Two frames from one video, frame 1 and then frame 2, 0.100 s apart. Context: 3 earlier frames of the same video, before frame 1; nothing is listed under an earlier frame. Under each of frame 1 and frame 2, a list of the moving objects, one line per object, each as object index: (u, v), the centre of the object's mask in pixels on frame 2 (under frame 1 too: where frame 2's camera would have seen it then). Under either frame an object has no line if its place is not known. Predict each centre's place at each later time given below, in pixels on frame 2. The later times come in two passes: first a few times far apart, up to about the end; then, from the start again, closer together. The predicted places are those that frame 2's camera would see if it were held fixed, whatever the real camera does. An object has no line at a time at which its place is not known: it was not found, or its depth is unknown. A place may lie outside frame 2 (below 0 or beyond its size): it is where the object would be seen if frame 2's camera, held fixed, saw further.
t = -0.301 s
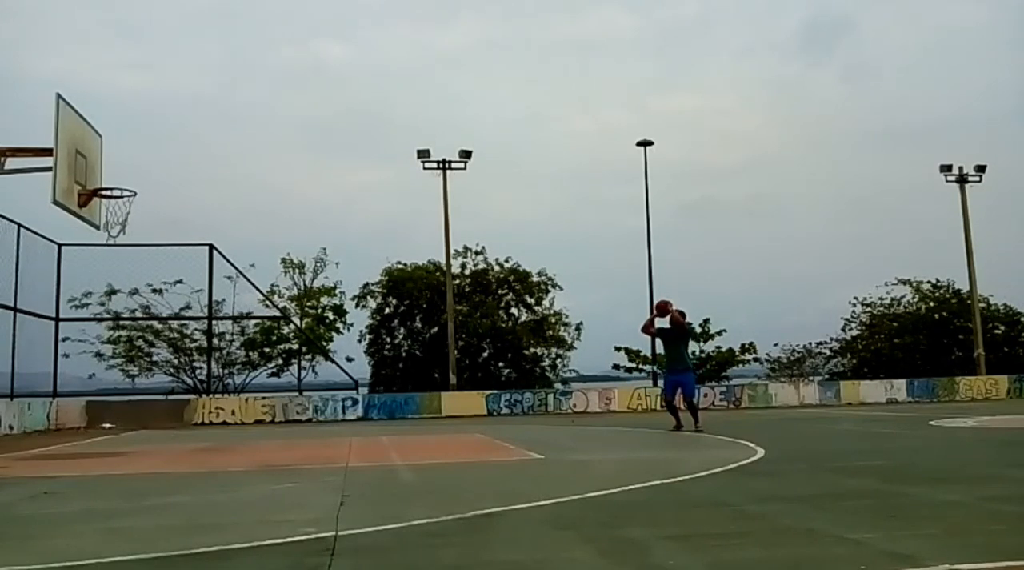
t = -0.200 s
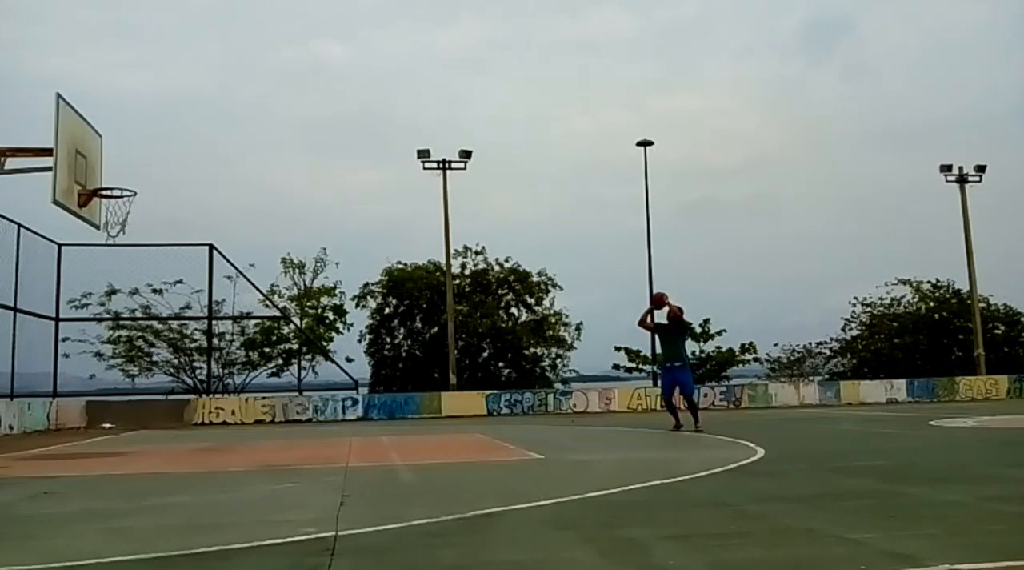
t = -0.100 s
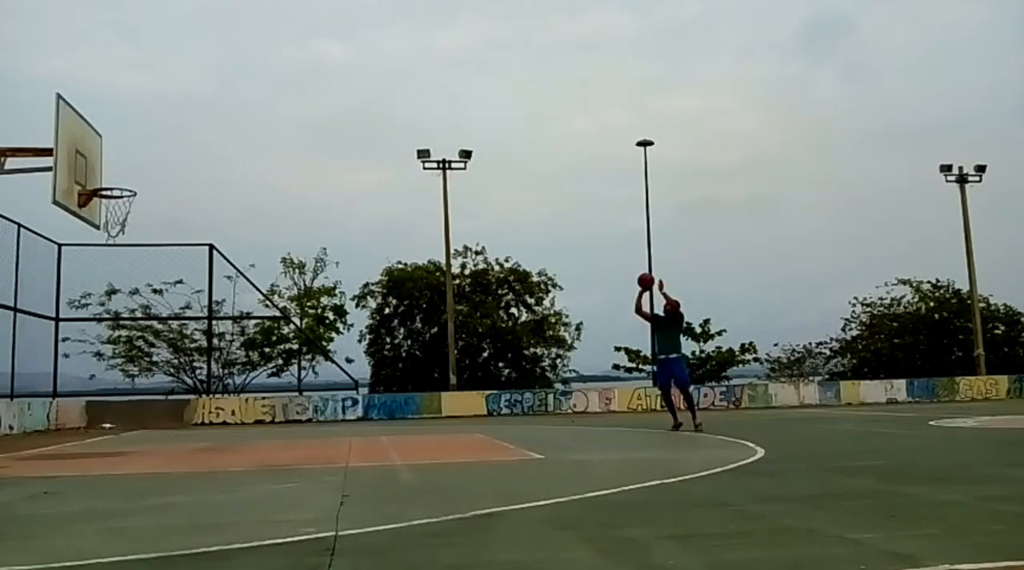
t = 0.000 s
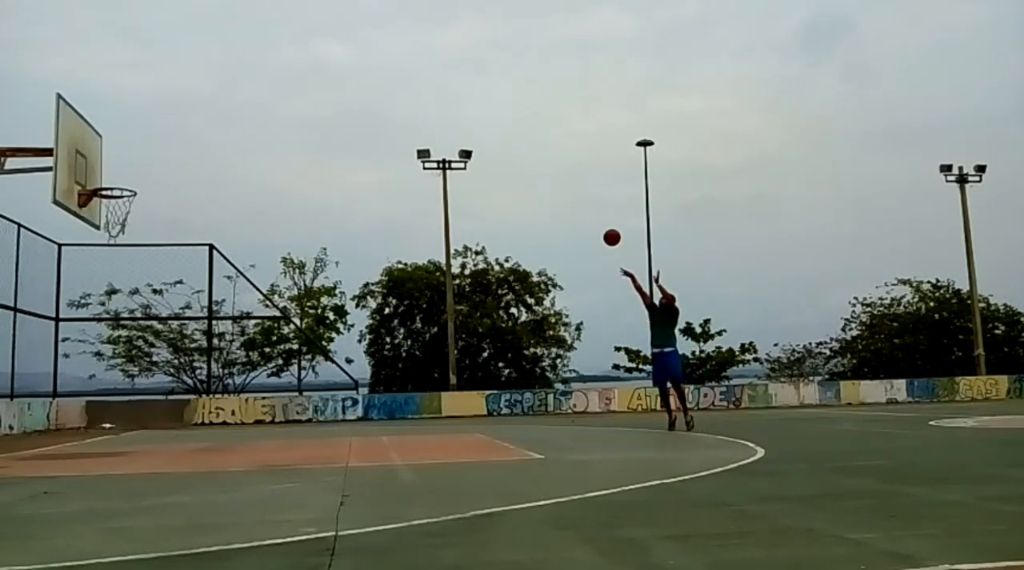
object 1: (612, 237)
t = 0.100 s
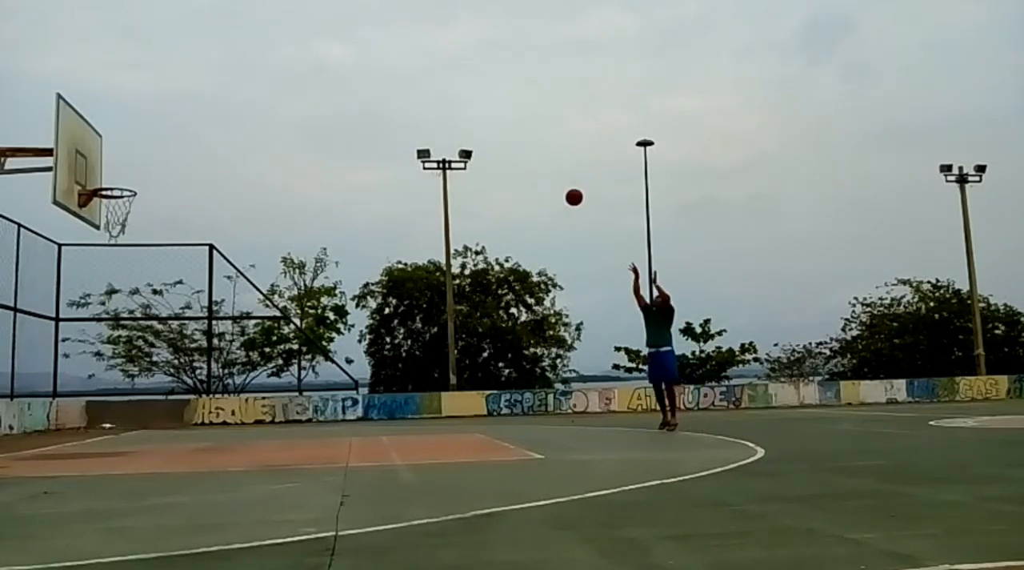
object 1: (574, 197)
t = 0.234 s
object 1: (522, 153)
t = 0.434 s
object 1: (443, 108)
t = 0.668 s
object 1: (345, 90)
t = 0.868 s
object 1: (255, 106)
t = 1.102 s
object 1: (142, 168)
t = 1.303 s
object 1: (97, 256)
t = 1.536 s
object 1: (126, 401)
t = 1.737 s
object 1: (167, 369)
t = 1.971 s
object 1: (223, 276)
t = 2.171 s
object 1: (268, 235)
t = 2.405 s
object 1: (320, 231)
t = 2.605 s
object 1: (362, 262)
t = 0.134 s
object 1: (561, 185)
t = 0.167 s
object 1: (548, 173)
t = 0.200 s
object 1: (536, 163)
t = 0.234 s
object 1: (522, 153)
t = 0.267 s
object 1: (509, 144)
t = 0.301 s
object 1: (496, 135)
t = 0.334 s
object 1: (484, 127)
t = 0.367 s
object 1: (470, 121)
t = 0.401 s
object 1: (457, 114)
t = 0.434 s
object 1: (443, 108)
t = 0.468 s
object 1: (429, 104)
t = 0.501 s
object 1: (416, 100)
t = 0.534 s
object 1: (402, 96)
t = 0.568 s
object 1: (388, 94)
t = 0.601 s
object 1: (374, 92)
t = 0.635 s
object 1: (359, 91)
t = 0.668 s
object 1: (345, 90)
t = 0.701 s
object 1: (330, 91)
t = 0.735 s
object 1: (316, 92)
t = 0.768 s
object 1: (301, 95)
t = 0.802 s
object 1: (286, 98)
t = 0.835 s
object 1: (270, 102)
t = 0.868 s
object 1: (255, 106)
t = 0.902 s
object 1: (239, 112)
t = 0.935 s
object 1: (224, 119)
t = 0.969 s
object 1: (208, 127)
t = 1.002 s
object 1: (192, 135)
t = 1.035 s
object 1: (175, 145)
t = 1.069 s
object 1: (159, 156)
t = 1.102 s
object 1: (142, 168)
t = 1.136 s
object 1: (125, 180)
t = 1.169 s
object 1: (108, 195)
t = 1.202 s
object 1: (91, 209)
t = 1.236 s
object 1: (89, 224)
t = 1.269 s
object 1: (93, 239)
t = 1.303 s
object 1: (97, 256)
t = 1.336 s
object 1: (102, 273)
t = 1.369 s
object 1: (106, 292)
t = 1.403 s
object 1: (110, 312)
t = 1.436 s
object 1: (114, 332)
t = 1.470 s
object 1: (118, 354)
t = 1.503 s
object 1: (122, 377)
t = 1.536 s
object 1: (126, 401)
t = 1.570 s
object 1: (129, 427)
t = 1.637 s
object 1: (142, 425)
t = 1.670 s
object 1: (151, 406)
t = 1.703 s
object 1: (159, 387)
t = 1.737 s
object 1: (167, 369)
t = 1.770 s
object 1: (175, 353)
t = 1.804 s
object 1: (182, 338)
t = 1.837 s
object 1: (191, 323)
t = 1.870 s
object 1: (199, 309)
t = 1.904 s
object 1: (207, 297)
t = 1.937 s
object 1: (215, 286)
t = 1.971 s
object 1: (223, 276)
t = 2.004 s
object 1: (231, 267)
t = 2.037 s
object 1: (238, 258)
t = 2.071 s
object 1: (246, 251)
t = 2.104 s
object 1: (254, 245)
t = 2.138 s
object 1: (261, 240)
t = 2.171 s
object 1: (268, 235)
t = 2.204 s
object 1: (276, 232)
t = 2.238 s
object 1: (283, 229)
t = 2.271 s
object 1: (291, 228)
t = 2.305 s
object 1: (298, 227)
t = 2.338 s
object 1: (306, 227)
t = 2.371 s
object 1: (313, 229)
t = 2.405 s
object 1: (320, 231)
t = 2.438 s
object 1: (327, 234)
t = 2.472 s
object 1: (334, 238)
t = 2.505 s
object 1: (341, 243)
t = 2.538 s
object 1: (348, 248)
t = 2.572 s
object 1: (355, 255)
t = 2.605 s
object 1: (362, 262)
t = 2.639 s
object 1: (369, 271)
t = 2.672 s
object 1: (377, 280)
